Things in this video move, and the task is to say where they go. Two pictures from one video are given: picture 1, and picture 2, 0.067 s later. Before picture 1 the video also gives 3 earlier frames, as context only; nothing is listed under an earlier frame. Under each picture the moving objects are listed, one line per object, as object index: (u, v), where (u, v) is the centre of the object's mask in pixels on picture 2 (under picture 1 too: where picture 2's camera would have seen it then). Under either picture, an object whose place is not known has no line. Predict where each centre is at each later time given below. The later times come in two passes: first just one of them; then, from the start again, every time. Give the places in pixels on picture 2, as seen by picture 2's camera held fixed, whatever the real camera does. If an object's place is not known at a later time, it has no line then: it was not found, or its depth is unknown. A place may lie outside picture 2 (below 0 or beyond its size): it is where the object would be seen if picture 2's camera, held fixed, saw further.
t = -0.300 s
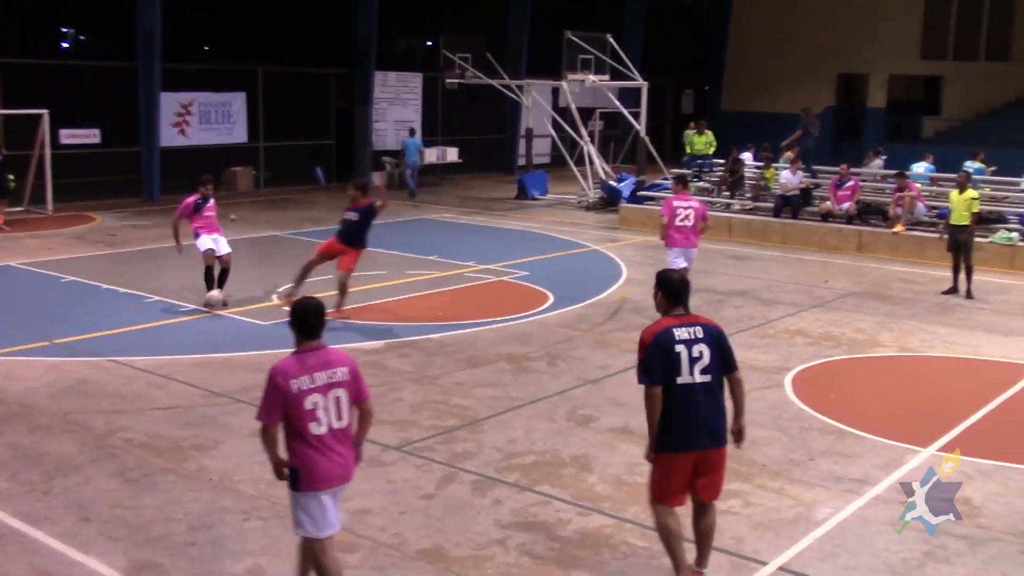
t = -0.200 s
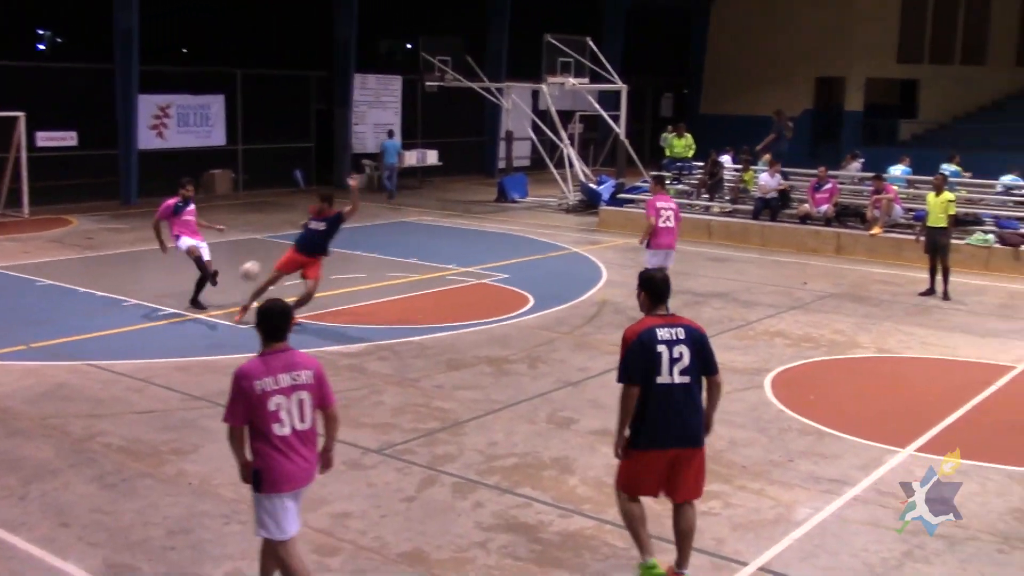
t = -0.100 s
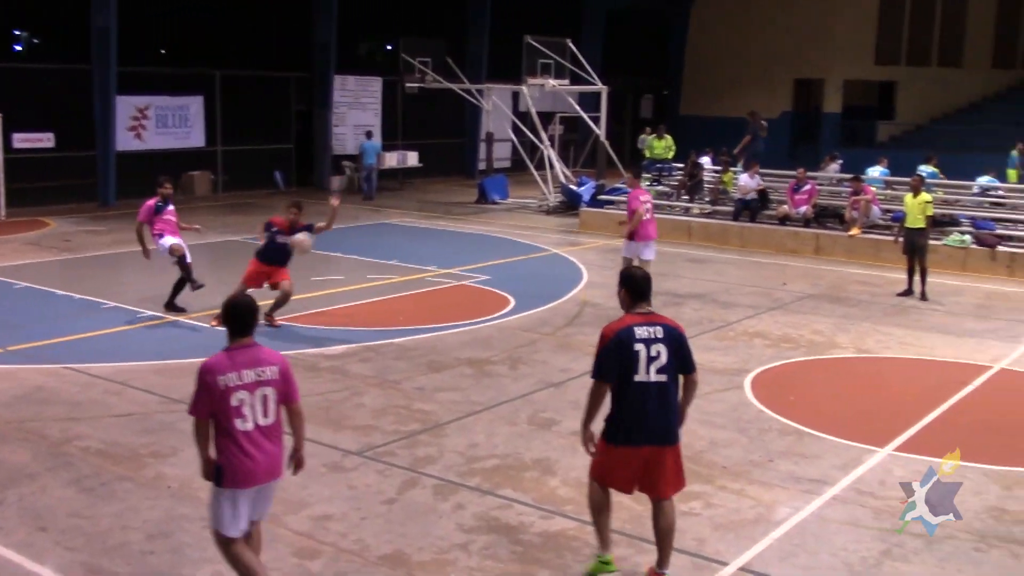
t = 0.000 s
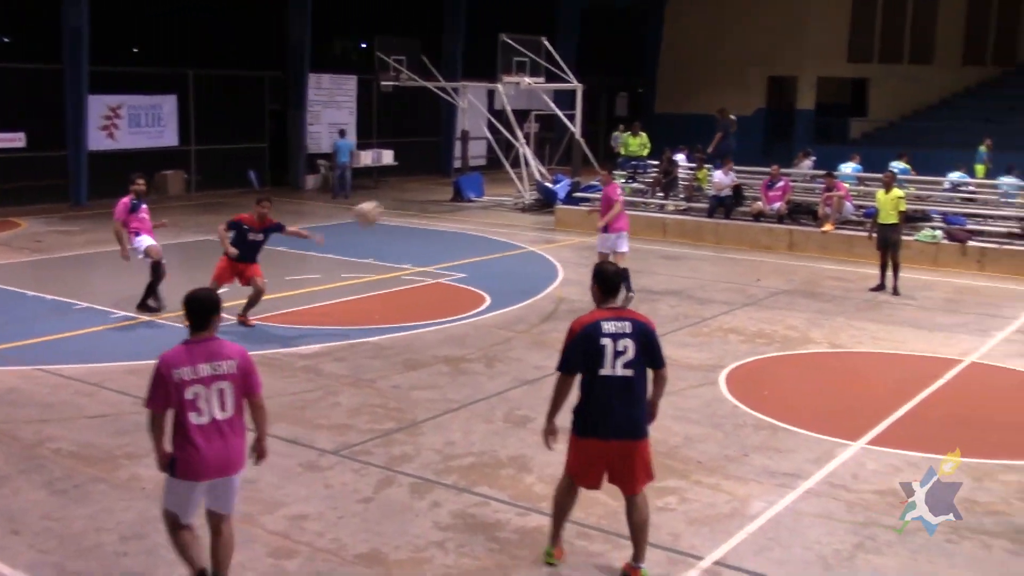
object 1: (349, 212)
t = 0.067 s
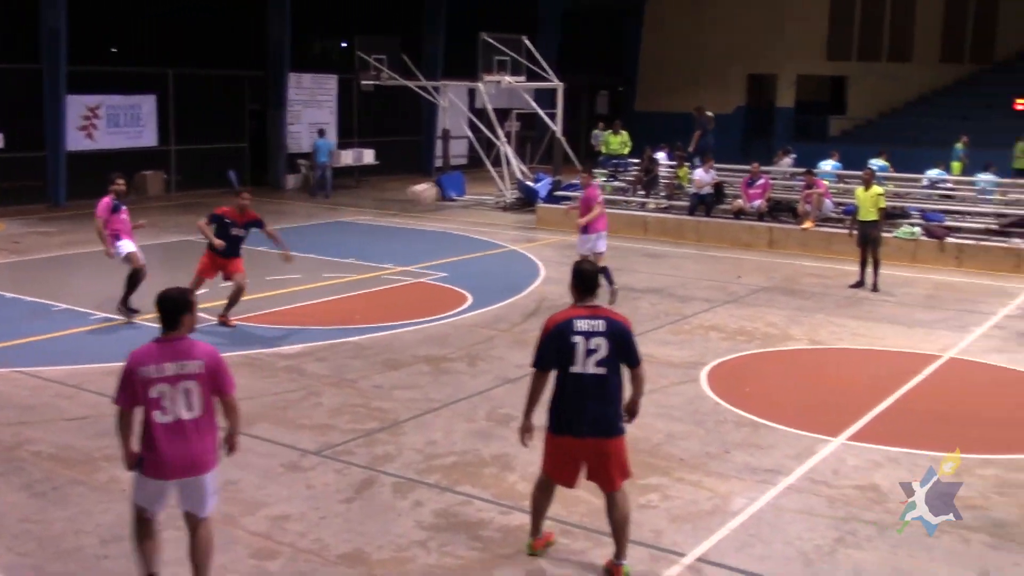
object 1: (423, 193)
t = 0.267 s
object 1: (740, 160)
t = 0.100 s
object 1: (465, 187)
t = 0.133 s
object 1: (510, 179)
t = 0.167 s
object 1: (561, 174)
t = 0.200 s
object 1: (613, 168)
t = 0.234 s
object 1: (675, 166)
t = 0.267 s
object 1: (740, 160)
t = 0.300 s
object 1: (811, 158)
